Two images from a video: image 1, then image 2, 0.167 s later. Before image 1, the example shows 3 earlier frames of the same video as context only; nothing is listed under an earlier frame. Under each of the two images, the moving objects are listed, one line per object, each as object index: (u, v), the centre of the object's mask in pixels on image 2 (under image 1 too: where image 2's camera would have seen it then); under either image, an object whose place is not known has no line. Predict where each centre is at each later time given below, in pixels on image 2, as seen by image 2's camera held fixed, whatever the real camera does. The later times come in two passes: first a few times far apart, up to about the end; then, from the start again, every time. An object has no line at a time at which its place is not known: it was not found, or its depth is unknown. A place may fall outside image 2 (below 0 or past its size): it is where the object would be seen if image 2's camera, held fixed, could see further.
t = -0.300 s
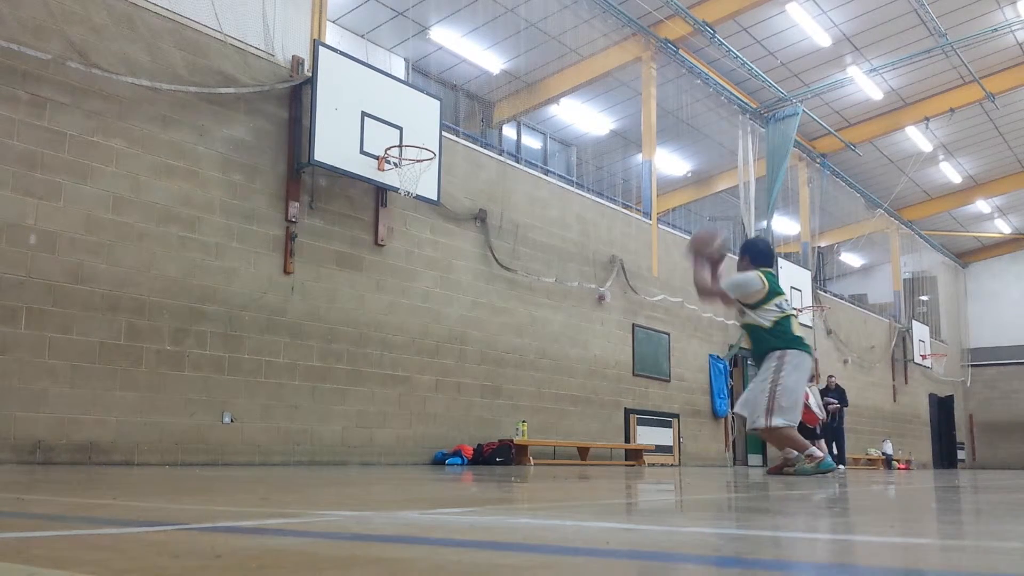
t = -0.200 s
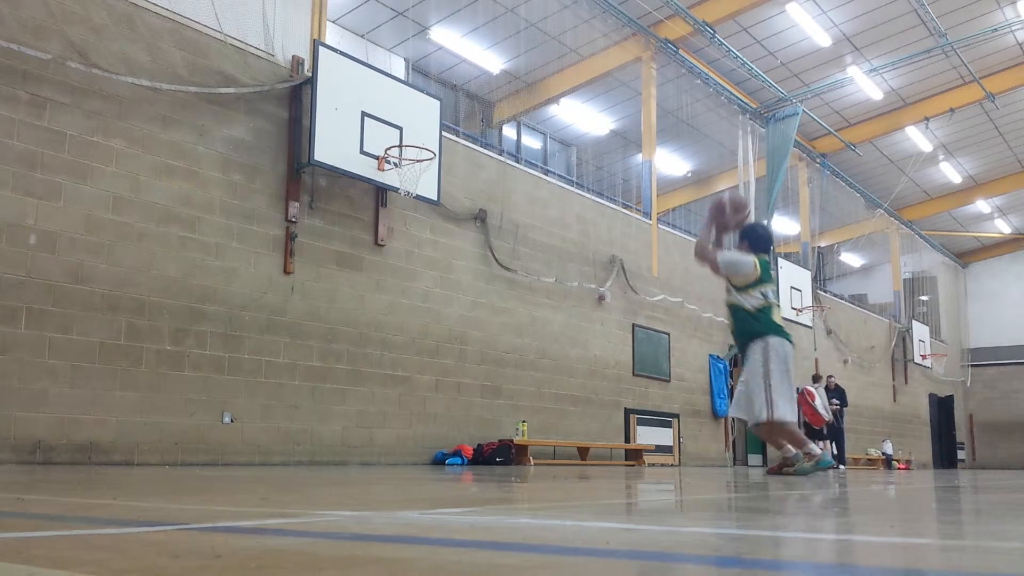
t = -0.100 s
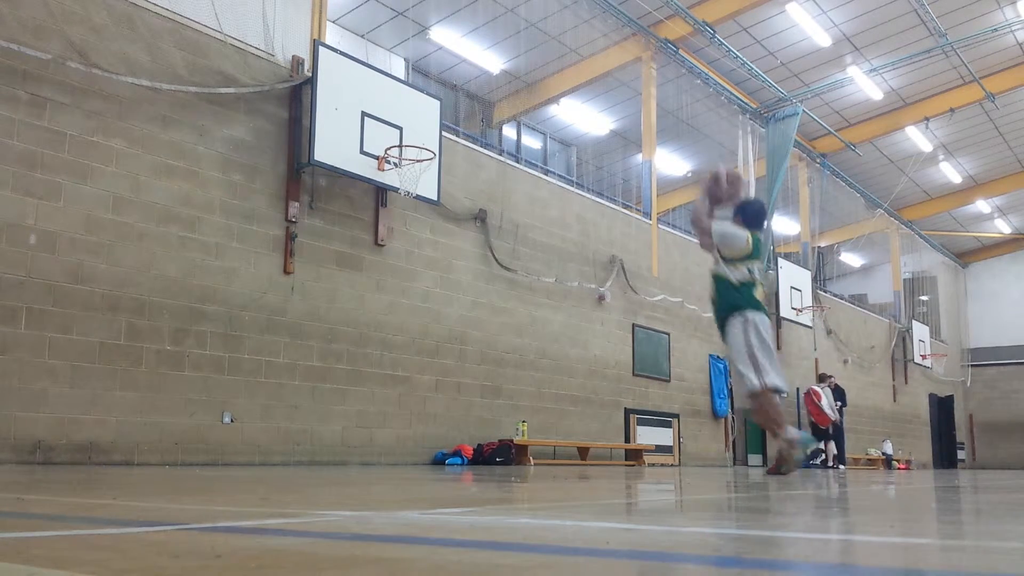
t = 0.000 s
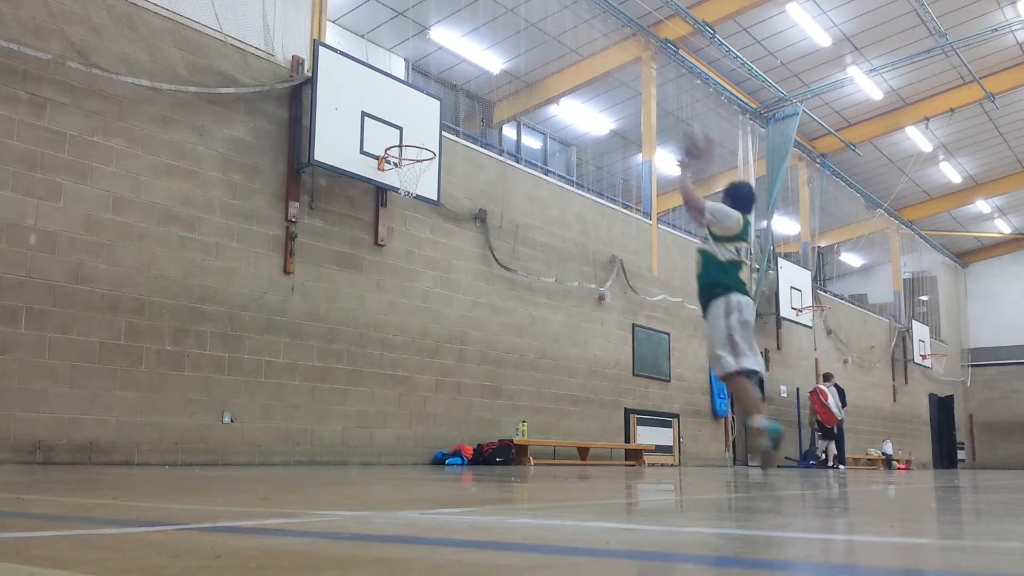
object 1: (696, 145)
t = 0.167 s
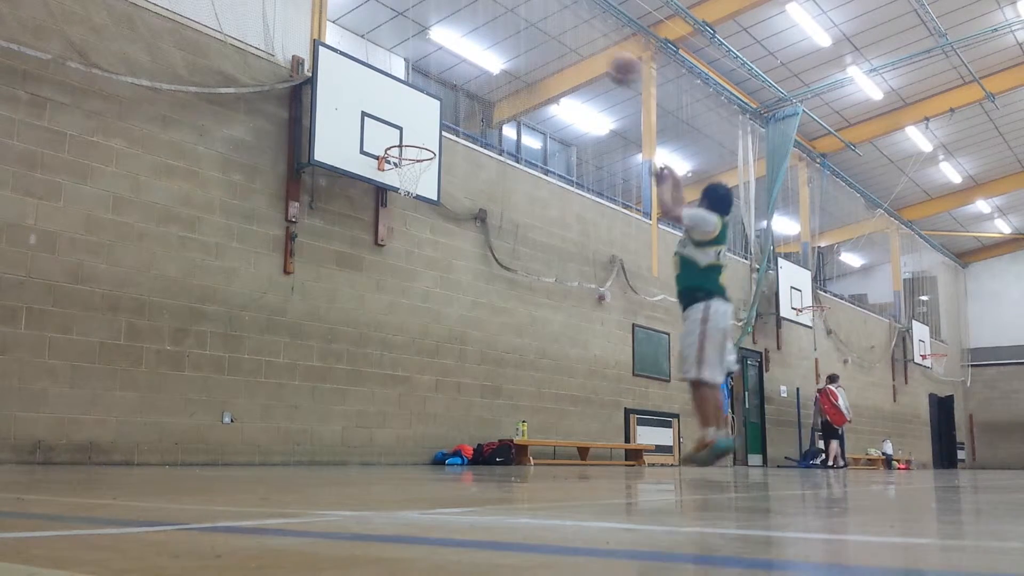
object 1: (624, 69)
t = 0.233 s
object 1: (597, 52)
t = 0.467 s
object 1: (521, 33)
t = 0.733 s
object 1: (446, 84)
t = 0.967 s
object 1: (412, 148)
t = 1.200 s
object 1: (409, 140)
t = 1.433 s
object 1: (397, 175)
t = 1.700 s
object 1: (406, 239)
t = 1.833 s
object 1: (412, 298)
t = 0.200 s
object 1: (612, 61)
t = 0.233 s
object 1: (597, 52)
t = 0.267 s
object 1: (585, 46)
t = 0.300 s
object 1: (573, 40)
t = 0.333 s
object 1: (561, 36)
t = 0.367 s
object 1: (550, 34)
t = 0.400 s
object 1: (540, 33)
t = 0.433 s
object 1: (530, 33)
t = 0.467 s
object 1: (521, 33)
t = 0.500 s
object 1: (510, 36)
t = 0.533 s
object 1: (500, 39)
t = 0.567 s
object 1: (490, 44)
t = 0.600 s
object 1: (483, 49)
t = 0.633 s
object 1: (471, 58)
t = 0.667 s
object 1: (464, 66)
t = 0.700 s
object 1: (455, 73)
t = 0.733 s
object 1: (446, 84)
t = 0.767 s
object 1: (439, 91)
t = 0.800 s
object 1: (429, 105)
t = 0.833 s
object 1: (421, 117)
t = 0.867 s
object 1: (414, 128)
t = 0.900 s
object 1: (407, 142)
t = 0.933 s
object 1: (405, 150)
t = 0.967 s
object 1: (412, 148)
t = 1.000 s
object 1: (420, 146)
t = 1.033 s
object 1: (419, 142)
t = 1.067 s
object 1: (417, 140)
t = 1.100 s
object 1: (415, 138)
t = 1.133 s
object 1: (413, 138)
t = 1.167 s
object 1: (411, 139)
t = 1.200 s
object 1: (409, 140)
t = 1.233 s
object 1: (408, 142)
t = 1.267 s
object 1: (405, 146)
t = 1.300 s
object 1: (404, 150)
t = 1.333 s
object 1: (401, 156)
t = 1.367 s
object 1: (399, 162)
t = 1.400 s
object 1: (397, 170)
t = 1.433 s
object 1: (397, 175)
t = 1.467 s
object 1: (398, 180)
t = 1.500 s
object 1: (400, 184)
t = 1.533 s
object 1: (402, 191)
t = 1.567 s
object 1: (402, 198)
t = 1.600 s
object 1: (404, 206)
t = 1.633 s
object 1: (404, 218)
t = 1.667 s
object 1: (405, 227)
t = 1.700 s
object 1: (406, 239)
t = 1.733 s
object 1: (408, 251)
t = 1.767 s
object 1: (409, 265)
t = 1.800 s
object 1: (411, 281)
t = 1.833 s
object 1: (412, 298)
